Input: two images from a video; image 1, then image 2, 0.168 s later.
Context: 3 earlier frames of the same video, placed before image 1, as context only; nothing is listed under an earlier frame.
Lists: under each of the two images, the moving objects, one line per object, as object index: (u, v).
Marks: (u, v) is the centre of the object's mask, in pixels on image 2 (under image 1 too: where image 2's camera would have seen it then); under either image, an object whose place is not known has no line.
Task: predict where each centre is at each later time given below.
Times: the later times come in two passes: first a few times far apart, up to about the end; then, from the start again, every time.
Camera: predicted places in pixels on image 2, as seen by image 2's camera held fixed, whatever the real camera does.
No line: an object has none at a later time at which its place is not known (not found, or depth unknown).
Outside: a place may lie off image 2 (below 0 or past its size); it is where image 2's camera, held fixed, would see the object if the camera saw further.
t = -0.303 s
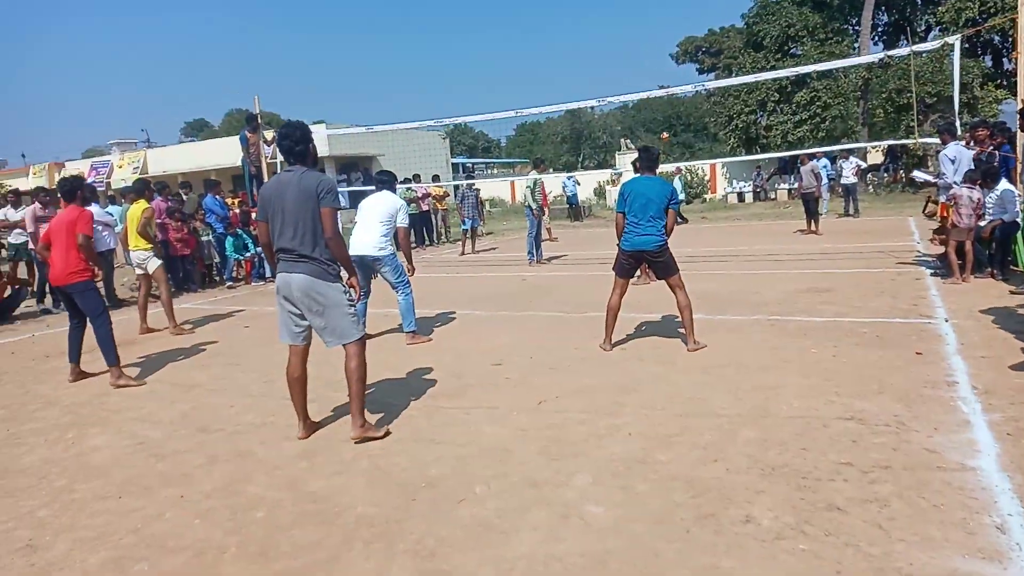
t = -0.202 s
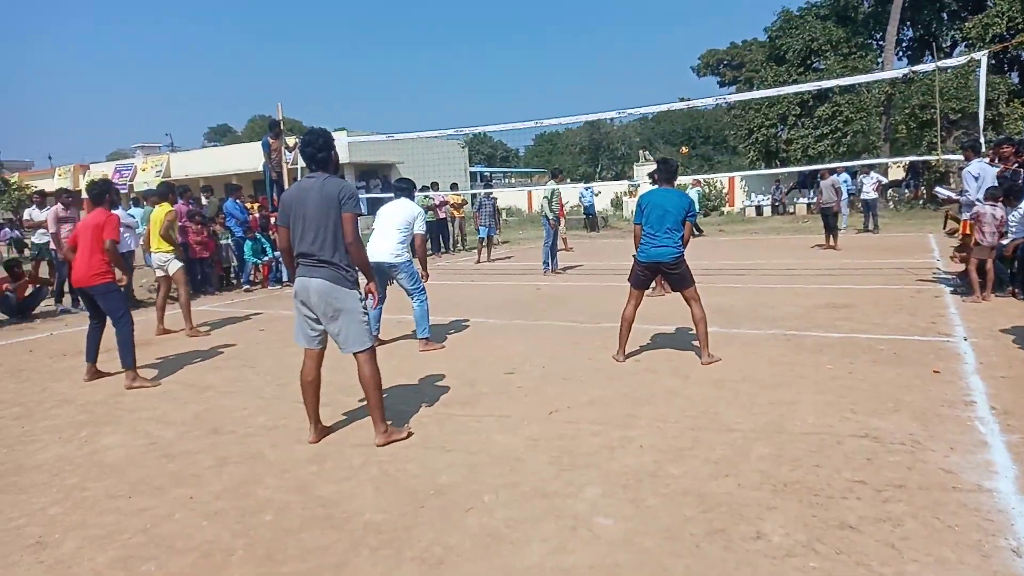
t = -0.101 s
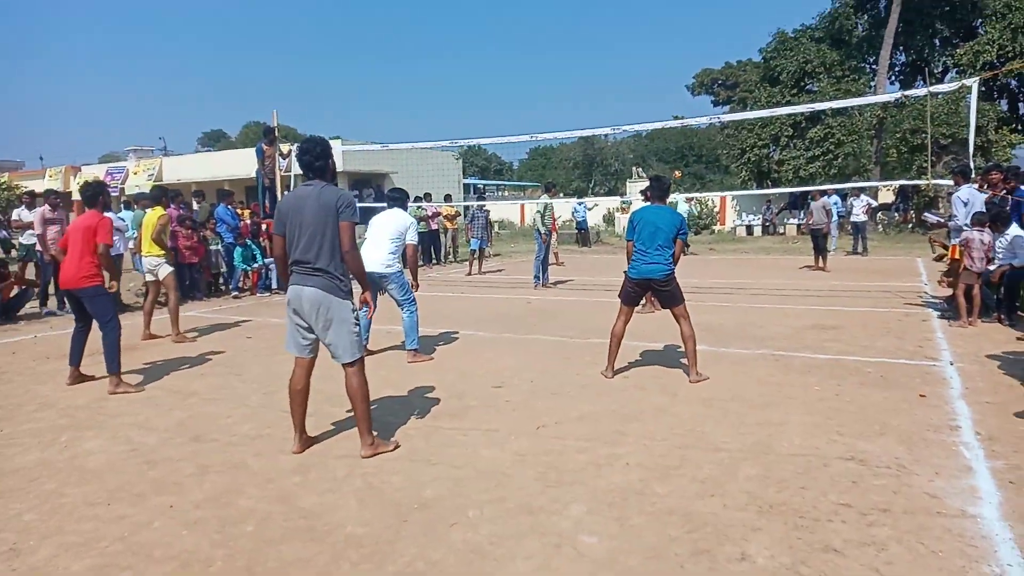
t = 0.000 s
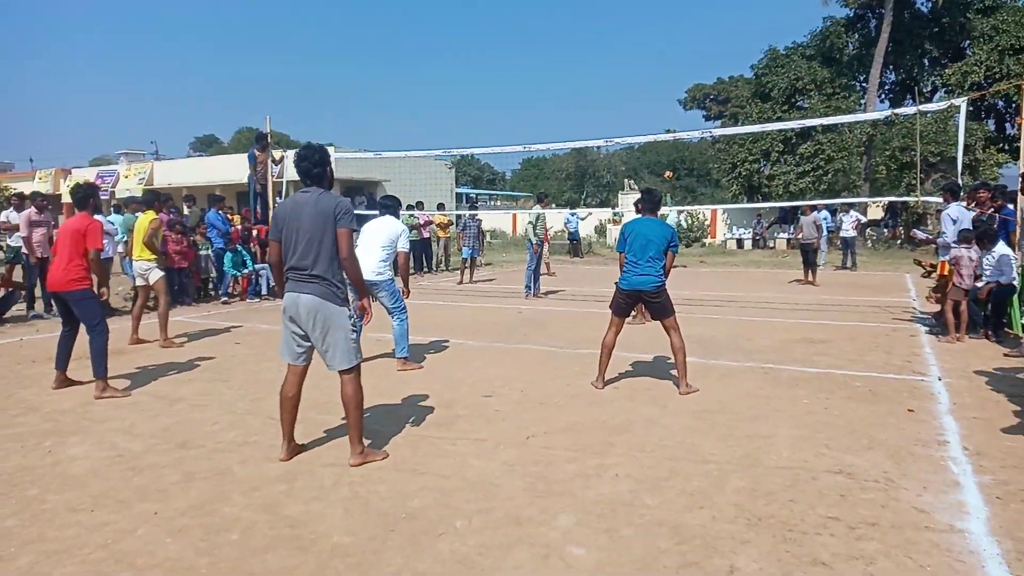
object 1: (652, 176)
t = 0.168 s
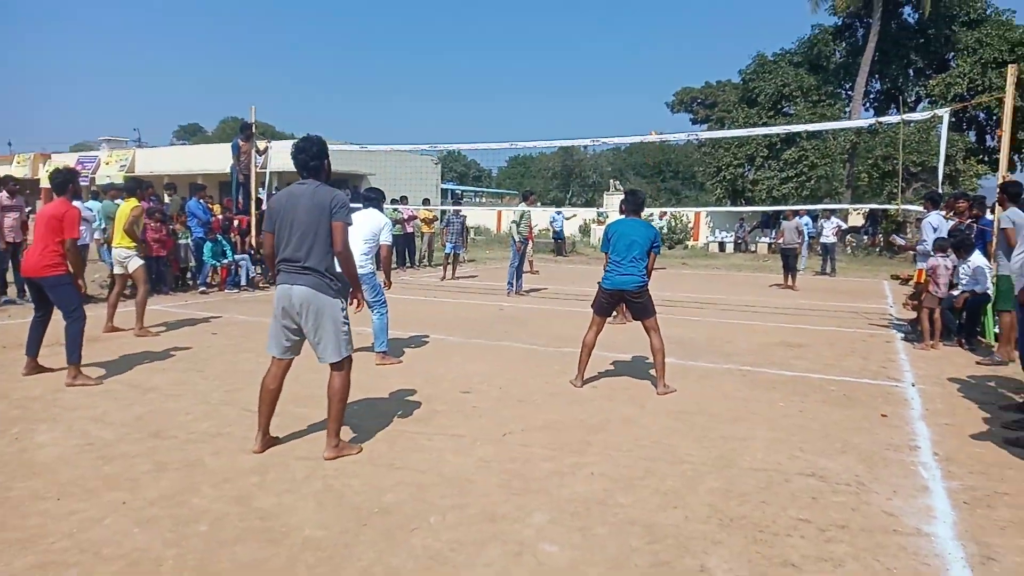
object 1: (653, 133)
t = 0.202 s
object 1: (653, 128)
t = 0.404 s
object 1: (650, 86)
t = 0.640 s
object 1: (650, 48)
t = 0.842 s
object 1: (643, 43)
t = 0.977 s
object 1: (636, 61)
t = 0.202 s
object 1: (653, 128)
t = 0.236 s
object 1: (652, 120)
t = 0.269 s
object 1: (651, 113)
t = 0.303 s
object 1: (650, 106)
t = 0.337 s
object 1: (650, 99)
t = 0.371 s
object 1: (650, 92)
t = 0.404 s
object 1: (650, 86)
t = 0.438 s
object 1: (650, 79)
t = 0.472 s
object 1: (650, 73)
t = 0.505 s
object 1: (649, 67)
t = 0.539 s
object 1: (649, 62)
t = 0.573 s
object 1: (650, 57)
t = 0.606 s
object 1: (651, 53)
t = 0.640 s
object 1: (650, 48)
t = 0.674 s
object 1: (648, 43)
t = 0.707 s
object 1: (645, 40)
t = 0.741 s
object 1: (644, 41)
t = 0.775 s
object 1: (643, 40)
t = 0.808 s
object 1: (643, 40)
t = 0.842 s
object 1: (643, 43)
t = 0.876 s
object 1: (642, 45)
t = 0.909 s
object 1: (641, 49)
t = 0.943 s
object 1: (639, 55)
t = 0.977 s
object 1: (636, 61)
